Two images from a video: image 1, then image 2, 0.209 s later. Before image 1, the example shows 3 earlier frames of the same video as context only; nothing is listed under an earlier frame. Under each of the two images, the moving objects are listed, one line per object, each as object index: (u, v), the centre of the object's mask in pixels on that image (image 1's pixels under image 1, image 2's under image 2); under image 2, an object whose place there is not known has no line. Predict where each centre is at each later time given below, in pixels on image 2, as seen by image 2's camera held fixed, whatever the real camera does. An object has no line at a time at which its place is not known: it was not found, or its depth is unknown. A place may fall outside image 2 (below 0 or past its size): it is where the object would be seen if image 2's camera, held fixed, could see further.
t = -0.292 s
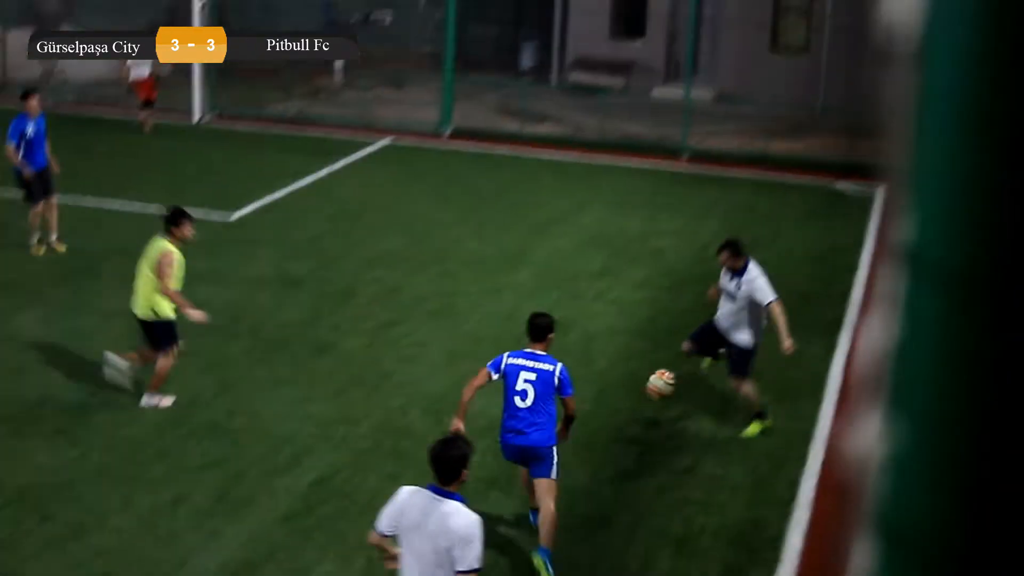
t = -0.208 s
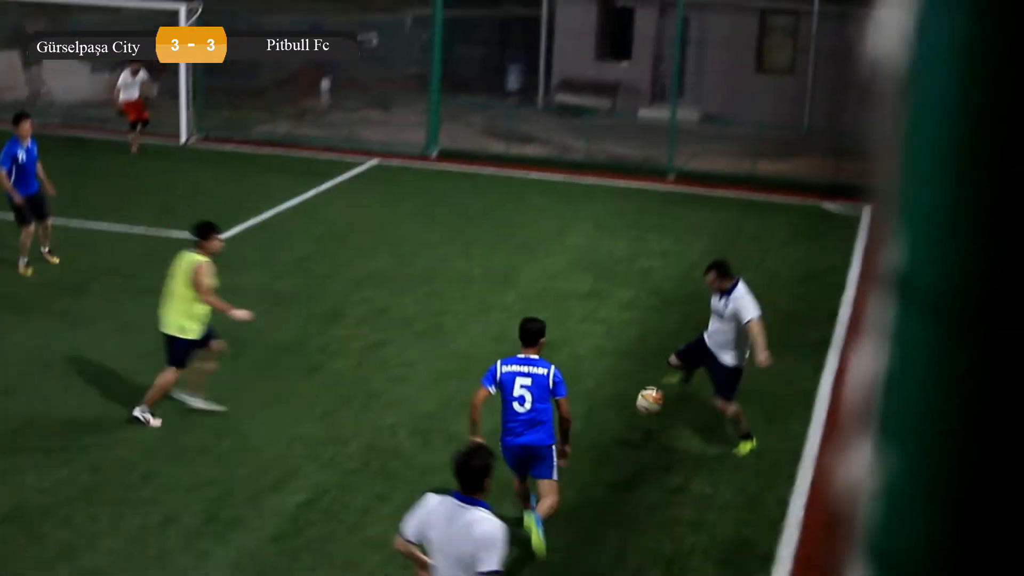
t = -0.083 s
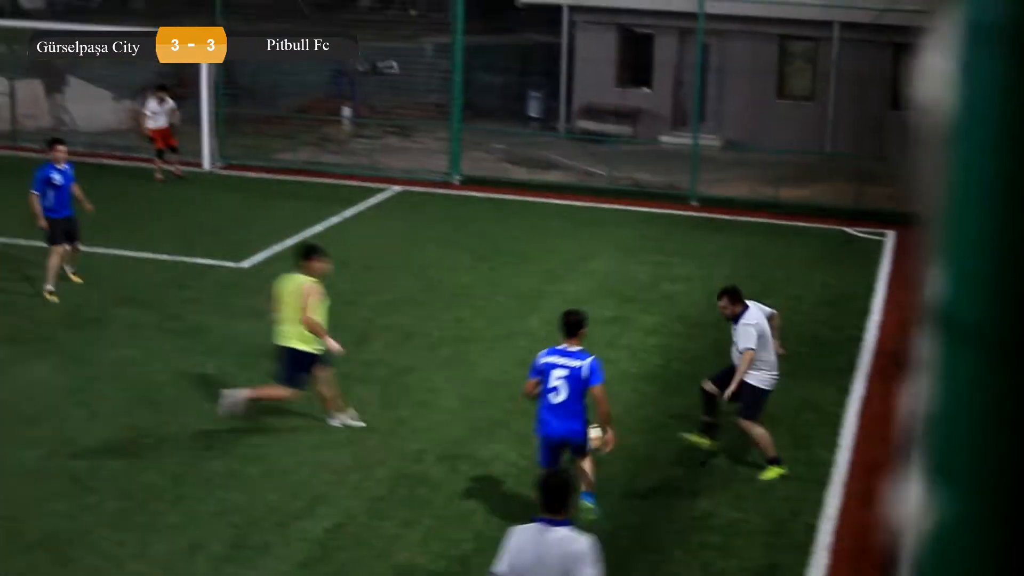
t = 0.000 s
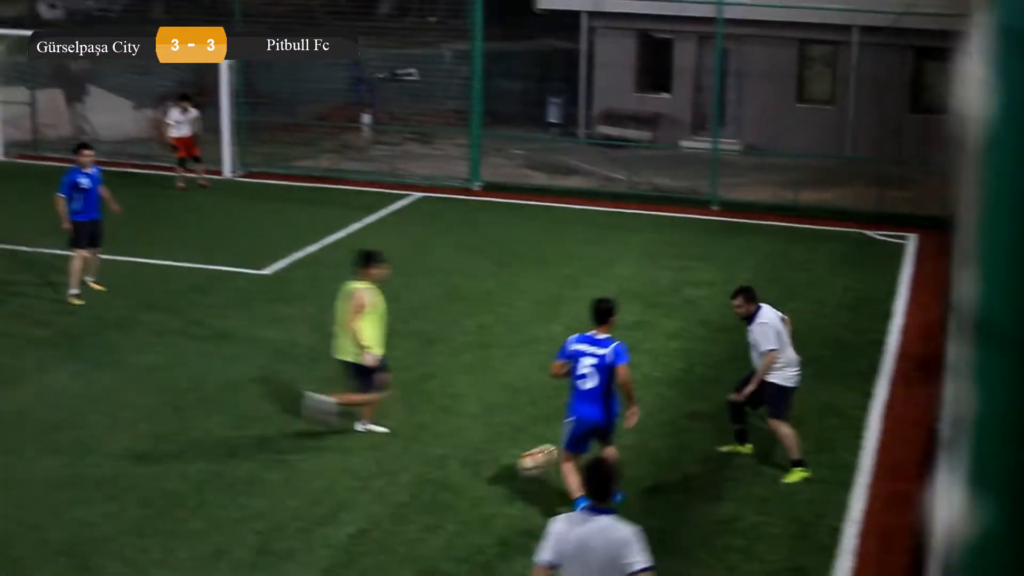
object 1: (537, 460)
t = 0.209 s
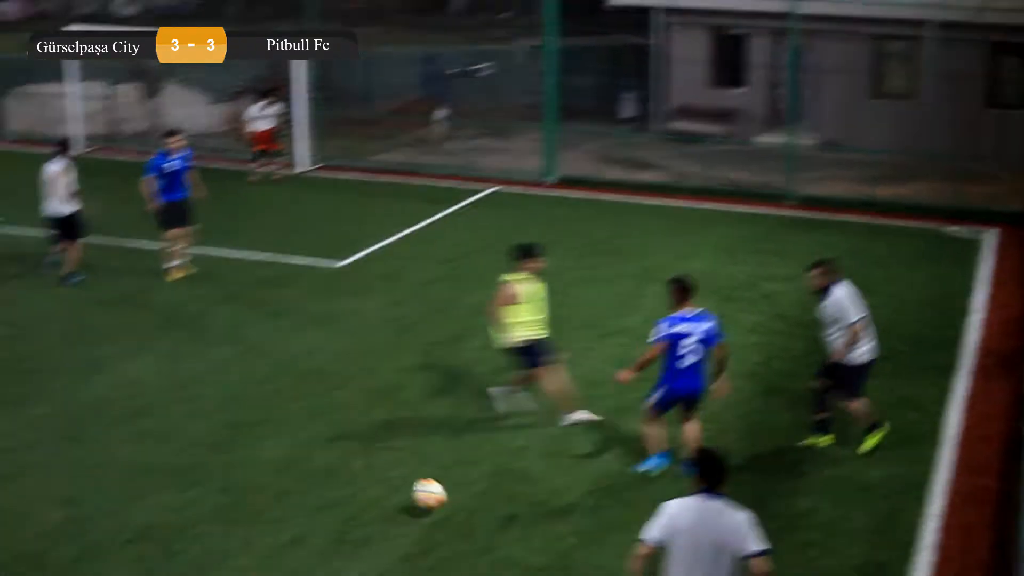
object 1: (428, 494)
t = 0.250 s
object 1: (396, 497)
